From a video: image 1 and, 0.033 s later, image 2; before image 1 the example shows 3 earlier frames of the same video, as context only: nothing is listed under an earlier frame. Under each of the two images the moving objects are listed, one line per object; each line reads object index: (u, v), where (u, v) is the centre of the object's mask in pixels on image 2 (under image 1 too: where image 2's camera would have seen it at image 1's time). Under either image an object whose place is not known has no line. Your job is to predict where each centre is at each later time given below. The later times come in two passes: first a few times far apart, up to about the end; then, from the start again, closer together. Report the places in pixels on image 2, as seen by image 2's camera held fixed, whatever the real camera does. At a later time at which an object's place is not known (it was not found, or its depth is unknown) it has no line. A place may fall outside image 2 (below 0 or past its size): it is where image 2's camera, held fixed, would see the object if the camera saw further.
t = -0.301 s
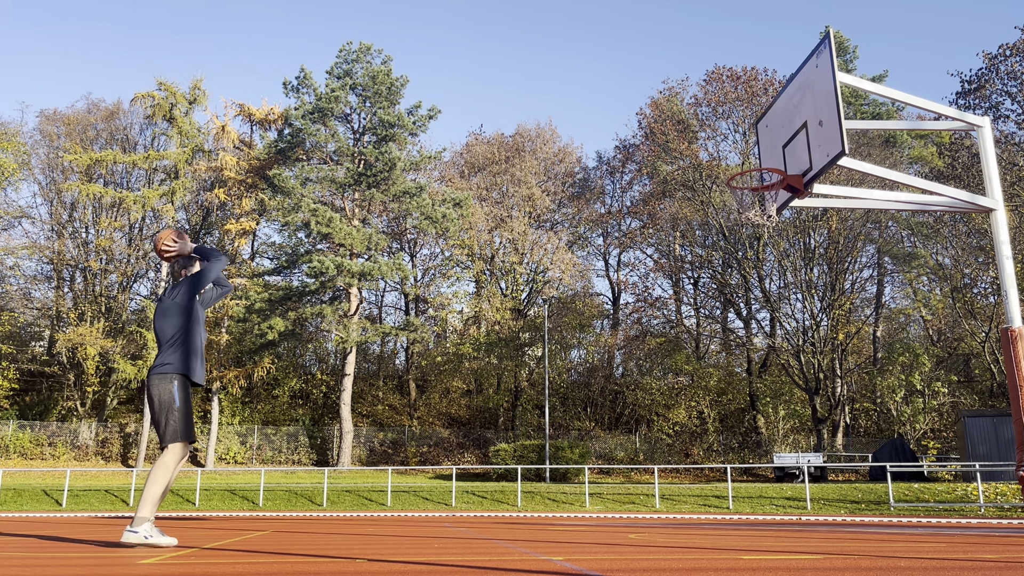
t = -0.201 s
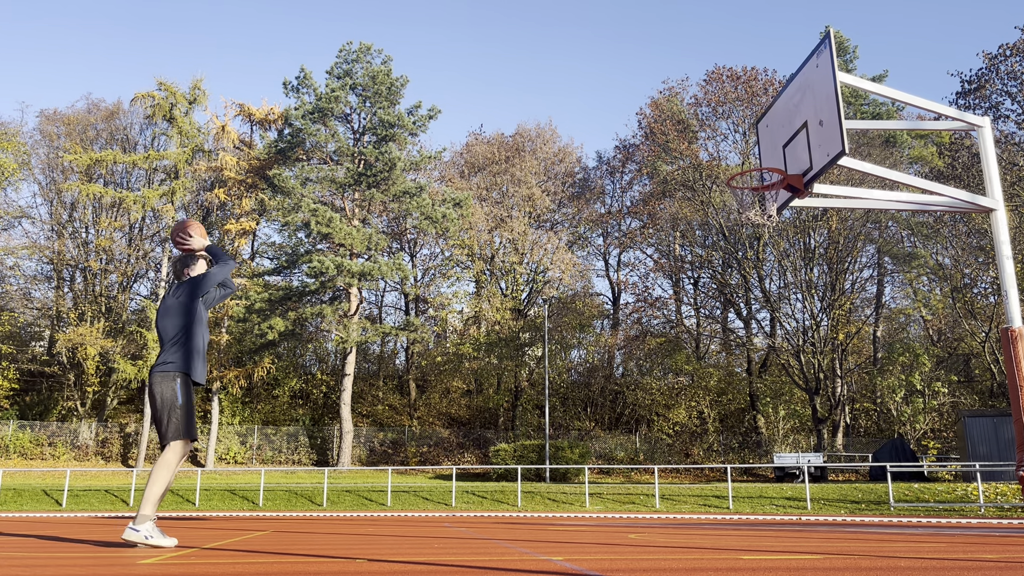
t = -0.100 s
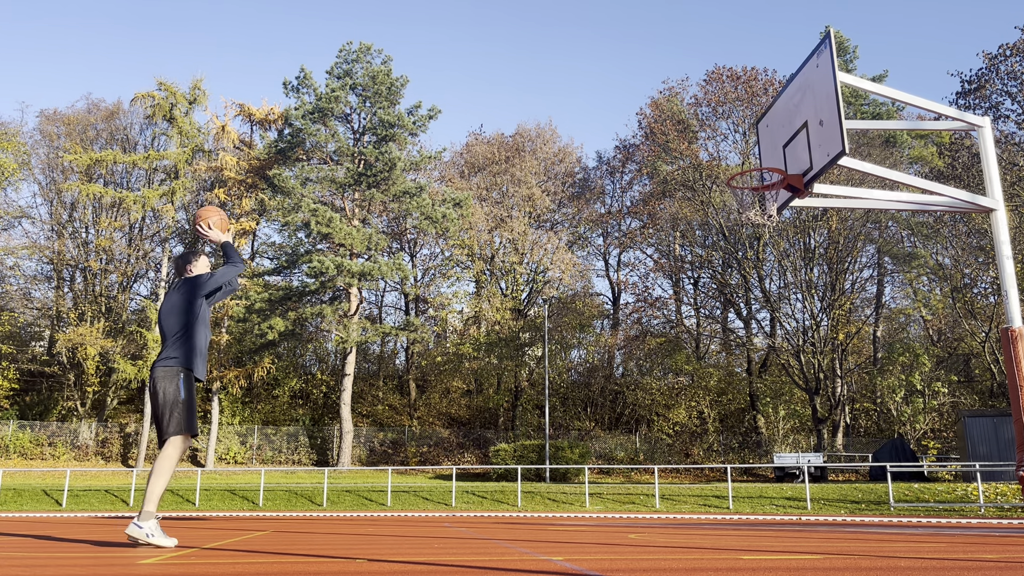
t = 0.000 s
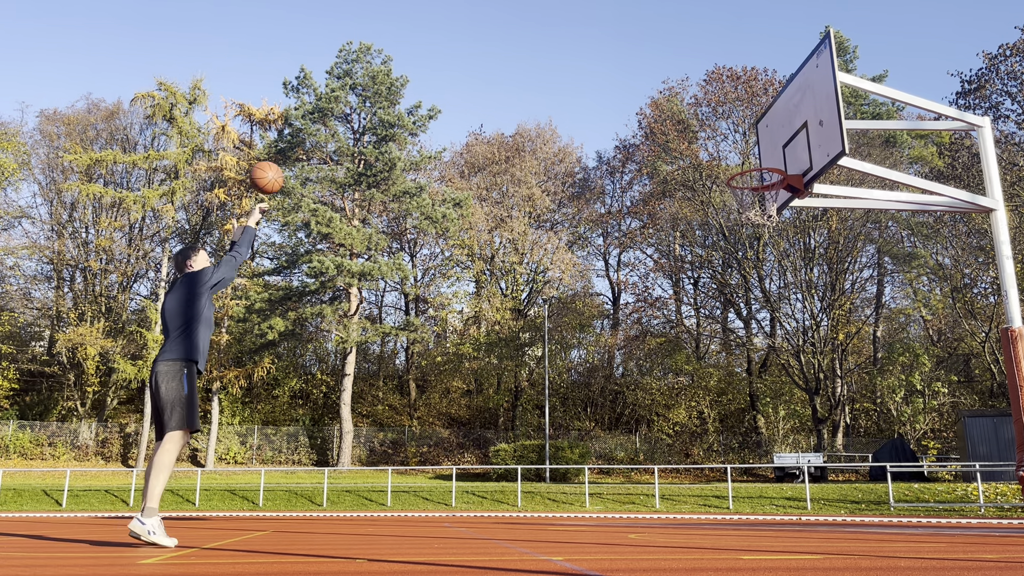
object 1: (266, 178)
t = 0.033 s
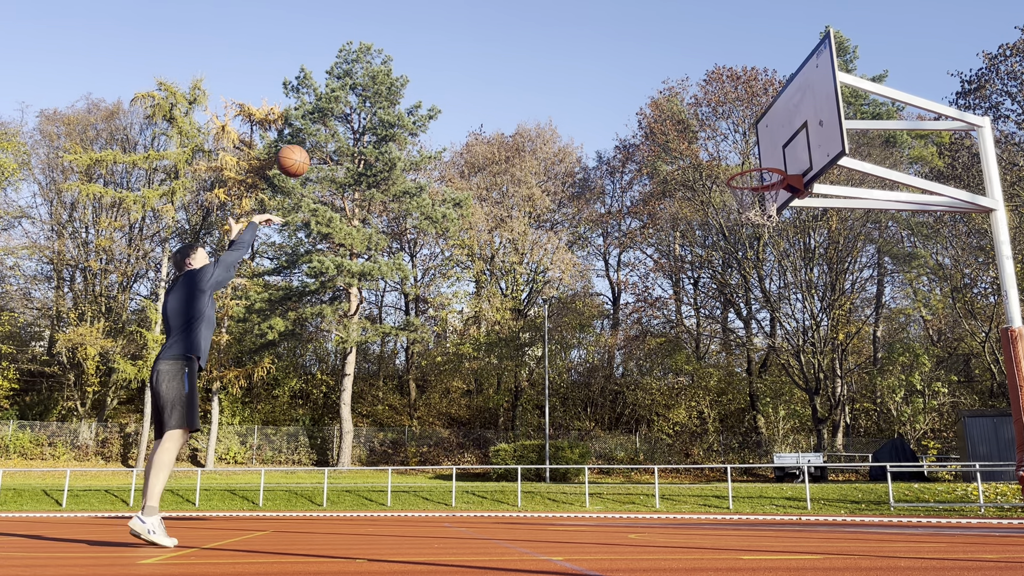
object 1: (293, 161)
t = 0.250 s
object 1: (447, 92)
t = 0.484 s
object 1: (591, 84)
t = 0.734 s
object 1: (731, 139)
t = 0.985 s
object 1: (699, 176)
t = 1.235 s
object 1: (604, 234)
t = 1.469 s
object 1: (528, 332)
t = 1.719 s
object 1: (454, 485)
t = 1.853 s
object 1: (428, 478)
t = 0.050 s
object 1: (306, 153)
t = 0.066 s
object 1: (318, 146)
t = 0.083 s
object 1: (331, 139)
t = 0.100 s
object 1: (343, 132)
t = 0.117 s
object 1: (356, 127)
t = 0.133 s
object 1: (367, 121)
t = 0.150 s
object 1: (379, 116)
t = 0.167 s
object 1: (391, 111)
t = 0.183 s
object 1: (403, 106)
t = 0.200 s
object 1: (414, 102)
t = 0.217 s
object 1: (425, 99)
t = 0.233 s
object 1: (436, 95)
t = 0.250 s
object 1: (447, 92)
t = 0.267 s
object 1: (458, 90)
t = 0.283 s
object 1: (469, 87)
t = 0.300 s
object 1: (479, 85)
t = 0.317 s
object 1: (490, 84)
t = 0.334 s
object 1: (500, 83)
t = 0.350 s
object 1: (511, 82)
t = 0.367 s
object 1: (521, 81)
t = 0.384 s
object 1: (531, 80)
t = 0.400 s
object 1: (541, 80)
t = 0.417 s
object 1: (552, 80)
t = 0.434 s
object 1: (561, 81)
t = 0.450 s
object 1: (571, 82)
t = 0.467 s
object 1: (581, 83)
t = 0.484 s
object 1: (591, 84)
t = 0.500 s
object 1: (600, 86)
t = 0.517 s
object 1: (610, 88)
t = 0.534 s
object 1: (619, 90)
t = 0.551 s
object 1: (629, 93)
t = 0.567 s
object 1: (639, 95)
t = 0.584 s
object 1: (648, 99)
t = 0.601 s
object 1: (658, 102)
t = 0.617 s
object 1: (667, 106)
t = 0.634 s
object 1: (676, 110)
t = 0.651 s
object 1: (685, 114)
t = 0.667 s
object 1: (695, 118)
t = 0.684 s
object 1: (704, 123)
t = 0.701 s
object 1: (713, 128)
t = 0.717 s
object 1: (722, 134)
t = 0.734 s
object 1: (731, 139)
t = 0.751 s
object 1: (740, 145)
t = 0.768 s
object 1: (749, 152)
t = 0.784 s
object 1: (758, 157)
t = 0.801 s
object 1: (767, 163)
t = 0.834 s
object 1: (764, 170)
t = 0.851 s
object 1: (757, 169)
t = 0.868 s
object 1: (750, 169)
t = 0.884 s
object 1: (742, 169)
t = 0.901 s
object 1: (734, 169)
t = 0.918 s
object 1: (727, 170)
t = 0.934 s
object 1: (720, 171)
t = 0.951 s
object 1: (713, 173)
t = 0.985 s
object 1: (699, 176)
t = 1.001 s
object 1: (692, 178)
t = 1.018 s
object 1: (685, 181)
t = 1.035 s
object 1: (678, 183)
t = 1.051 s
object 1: (672, 186)
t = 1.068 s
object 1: (666, 189)
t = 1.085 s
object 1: (659, 193)
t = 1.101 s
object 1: (652, 196)
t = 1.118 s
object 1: (646, 200)
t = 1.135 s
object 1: (640, 205)
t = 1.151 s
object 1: (634, 209)
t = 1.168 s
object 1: (628, 213)
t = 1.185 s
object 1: (622, 218)
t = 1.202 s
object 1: (616, 223)
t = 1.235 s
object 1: (604, 234)
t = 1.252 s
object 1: (599, 239)
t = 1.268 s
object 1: (593, 245)
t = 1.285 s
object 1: (587, 251)
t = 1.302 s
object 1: (581, 258)
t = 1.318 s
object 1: (576, 264)
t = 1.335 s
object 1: (570, 271)
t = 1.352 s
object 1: (565, 278)
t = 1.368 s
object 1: (559, 285)
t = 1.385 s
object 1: (554, 292)
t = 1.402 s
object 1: (549, 300)
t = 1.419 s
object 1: (544, 307)
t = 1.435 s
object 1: (538, 315)
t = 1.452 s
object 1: (534, 324)
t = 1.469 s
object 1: (528, 332)
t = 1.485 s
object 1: (523, 340)
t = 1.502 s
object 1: (519, 349)
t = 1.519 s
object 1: (514, 358)
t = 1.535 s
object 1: (508, 368)
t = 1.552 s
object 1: (503, 377)
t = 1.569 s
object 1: (498, 387)
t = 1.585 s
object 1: (493, 397)
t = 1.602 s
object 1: (488, 407)
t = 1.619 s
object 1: (483, 417)
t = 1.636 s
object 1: (478, 428)
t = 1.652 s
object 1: (473, 439)
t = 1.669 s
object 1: (468, 450)
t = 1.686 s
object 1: (464, 461)
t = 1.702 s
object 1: (459, 472)
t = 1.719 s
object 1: (454, 485)
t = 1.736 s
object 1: (449, 497)
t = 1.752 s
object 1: (444, 509)
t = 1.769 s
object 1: (440, 517)
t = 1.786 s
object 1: (438, 509)
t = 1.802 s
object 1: (435, 501)
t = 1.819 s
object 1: (433, 493)
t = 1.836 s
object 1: (430, 485)
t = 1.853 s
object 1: (428, 478)
